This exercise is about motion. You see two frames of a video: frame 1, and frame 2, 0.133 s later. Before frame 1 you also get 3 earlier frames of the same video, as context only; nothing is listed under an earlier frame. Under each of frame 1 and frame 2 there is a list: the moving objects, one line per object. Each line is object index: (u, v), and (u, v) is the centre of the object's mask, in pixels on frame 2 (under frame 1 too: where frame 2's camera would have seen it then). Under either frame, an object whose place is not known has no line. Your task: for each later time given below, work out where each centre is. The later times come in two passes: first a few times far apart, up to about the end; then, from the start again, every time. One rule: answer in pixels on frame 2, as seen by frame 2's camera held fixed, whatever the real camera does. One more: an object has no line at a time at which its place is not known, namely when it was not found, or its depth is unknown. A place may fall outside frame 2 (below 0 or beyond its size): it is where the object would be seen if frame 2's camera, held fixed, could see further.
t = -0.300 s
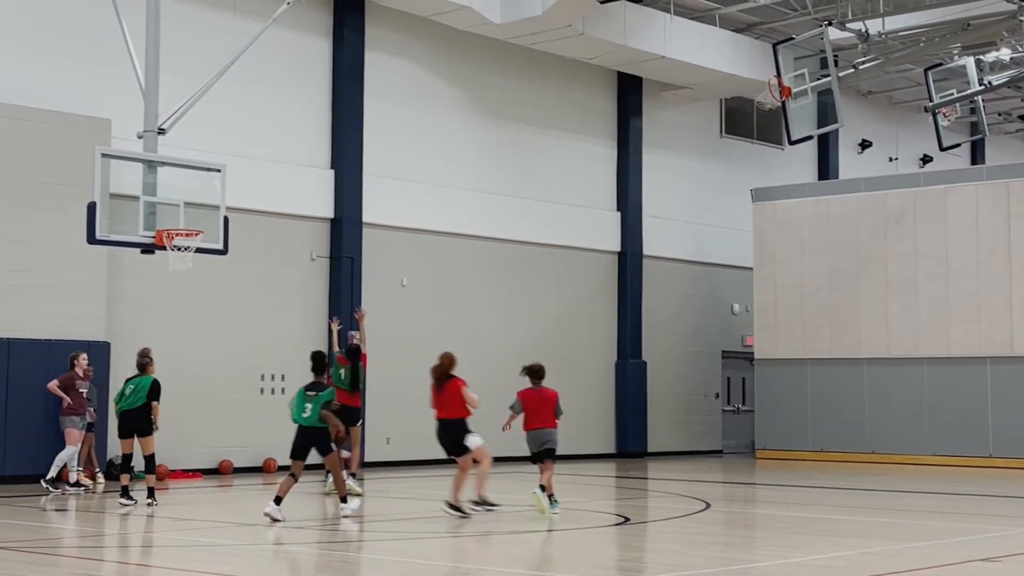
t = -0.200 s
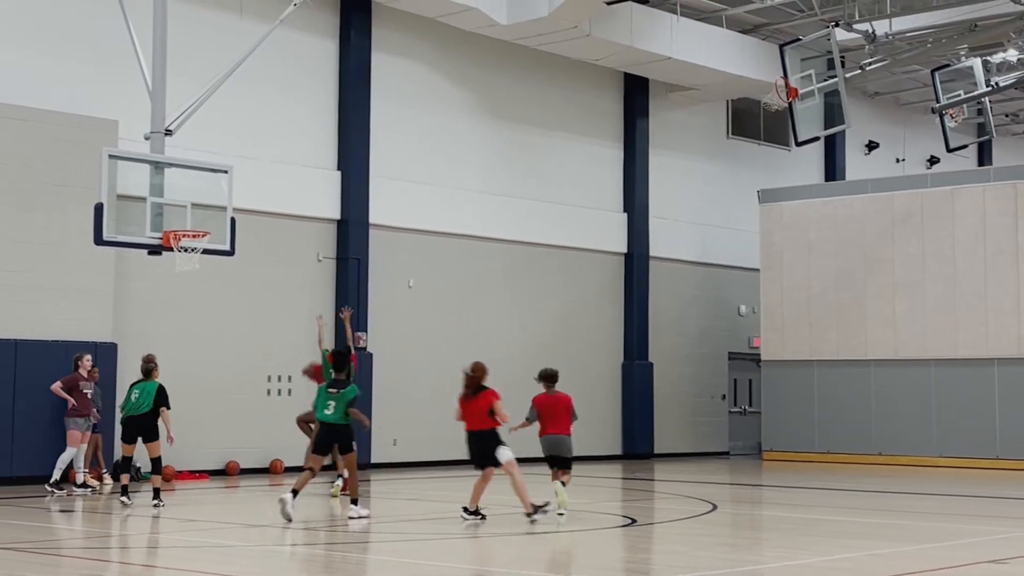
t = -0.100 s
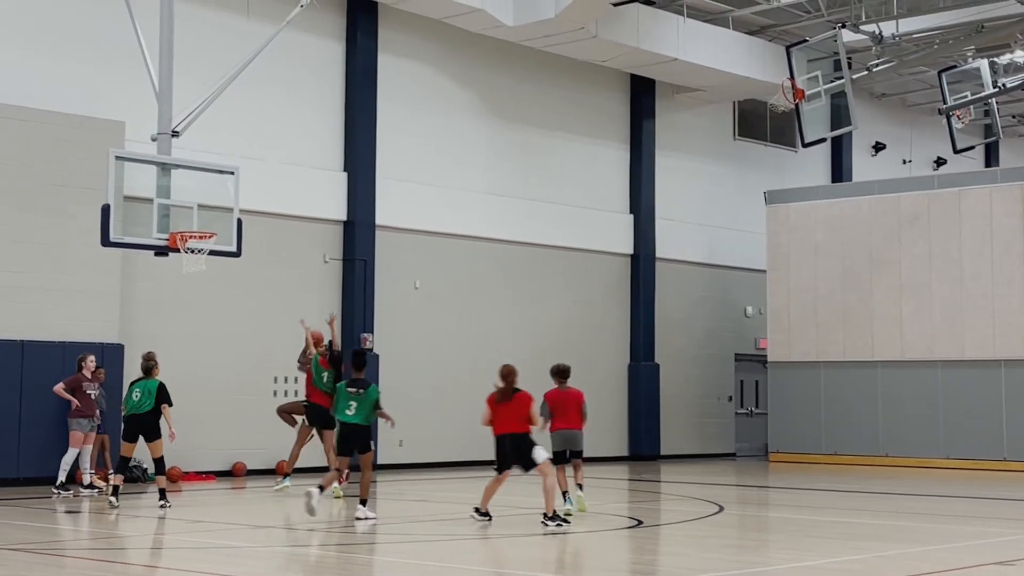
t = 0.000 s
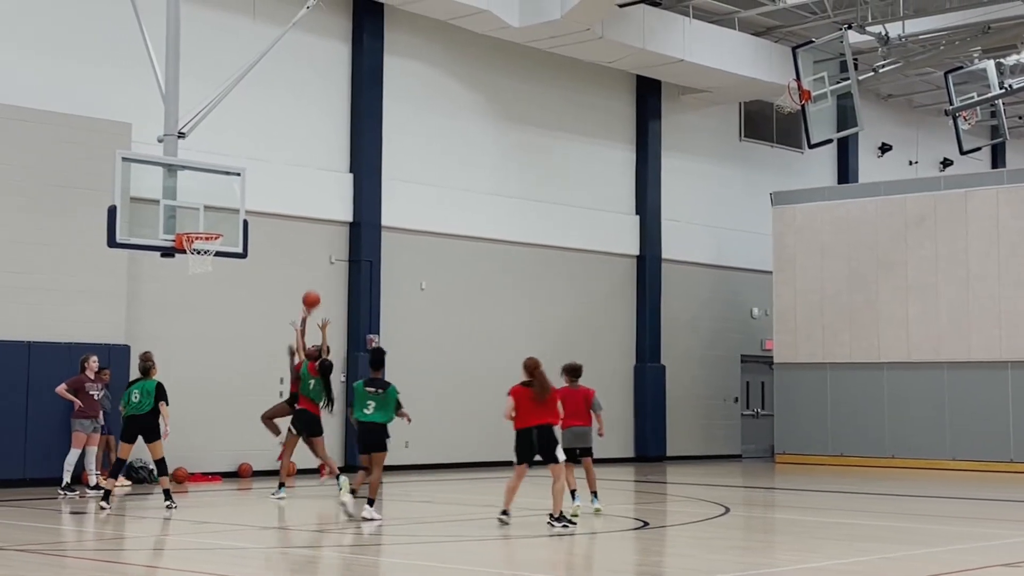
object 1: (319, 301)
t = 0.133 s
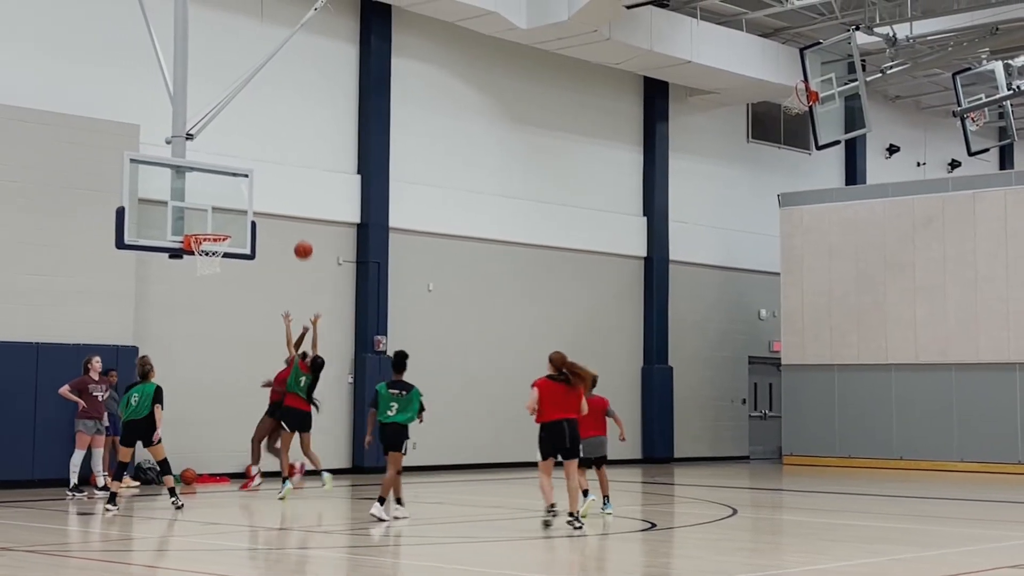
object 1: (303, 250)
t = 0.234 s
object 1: (291, 221)
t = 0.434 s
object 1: (265, 185)
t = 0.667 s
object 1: (233, 182)
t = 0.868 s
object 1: (205, 215)
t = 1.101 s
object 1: (203, 238)
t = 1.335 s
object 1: (216, 253)
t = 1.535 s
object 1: (216, 266)
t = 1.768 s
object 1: (210, 314)
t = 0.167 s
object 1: (299, 240)
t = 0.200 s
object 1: (295, 230)
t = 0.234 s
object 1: (291, 221)
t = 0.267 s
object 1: (287, 213)
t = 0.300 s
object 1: (282, 205)
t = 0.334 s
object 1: (278, 198)
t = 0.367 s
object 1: (274, 193)
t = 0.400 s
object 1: (269, 188)
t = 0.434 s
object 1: (265, 185)
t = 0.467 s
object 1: (260, 181)
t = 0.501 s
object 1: (256, 179)
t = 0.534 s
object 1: (252, 178)
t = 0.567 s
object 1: (247, 178)
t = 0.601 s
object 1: (243, 178)
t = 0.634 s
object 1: (238, 180)
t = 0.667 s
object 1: (233, 182)
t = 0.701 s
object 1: (229, 185)
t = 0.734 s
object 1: (224, 189)
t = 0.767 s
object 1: (219, 194)
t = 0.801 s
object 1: (214, 201)
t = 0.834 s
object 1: (210, 207)
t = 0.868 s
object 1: (205, 215)
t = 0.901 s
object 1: (200, 224)
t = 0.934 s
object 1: (196, 229)
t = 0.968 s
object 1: (206, 232)
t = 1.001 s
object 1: (215, 235)
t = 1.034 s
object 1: (216, 236)
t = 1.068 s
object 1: (210, 236)
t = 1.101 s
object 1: (203, 238)
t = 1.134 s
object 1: (202, 239)
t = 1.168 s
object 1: (203, 243)
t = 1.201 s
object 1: (208, 246)
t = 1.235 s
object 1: (209, 250)
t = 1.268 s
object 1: (212, 254)
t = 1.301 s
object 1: (215, 254)
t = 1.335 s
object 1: (216, 253)
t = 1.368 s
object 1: (216, 253)
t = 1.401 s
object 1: (216, 253)
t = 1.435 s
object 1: (216, 255)
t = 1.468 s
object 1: (216, 256)
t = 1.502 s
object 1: (217, 263)
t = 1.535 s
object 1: (216, 266)
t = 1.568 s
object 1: (214, 267)
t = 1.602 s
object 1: (213, 273)
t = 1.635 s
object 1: (212, 280)
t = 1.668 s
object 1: (212, 287)
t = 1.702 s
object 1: (210, 295)
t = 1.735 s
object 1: (211, 304)
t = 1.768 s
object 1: (210, 314)
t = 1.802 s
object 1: (210, 325)
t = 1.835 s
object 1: (209, 337)
